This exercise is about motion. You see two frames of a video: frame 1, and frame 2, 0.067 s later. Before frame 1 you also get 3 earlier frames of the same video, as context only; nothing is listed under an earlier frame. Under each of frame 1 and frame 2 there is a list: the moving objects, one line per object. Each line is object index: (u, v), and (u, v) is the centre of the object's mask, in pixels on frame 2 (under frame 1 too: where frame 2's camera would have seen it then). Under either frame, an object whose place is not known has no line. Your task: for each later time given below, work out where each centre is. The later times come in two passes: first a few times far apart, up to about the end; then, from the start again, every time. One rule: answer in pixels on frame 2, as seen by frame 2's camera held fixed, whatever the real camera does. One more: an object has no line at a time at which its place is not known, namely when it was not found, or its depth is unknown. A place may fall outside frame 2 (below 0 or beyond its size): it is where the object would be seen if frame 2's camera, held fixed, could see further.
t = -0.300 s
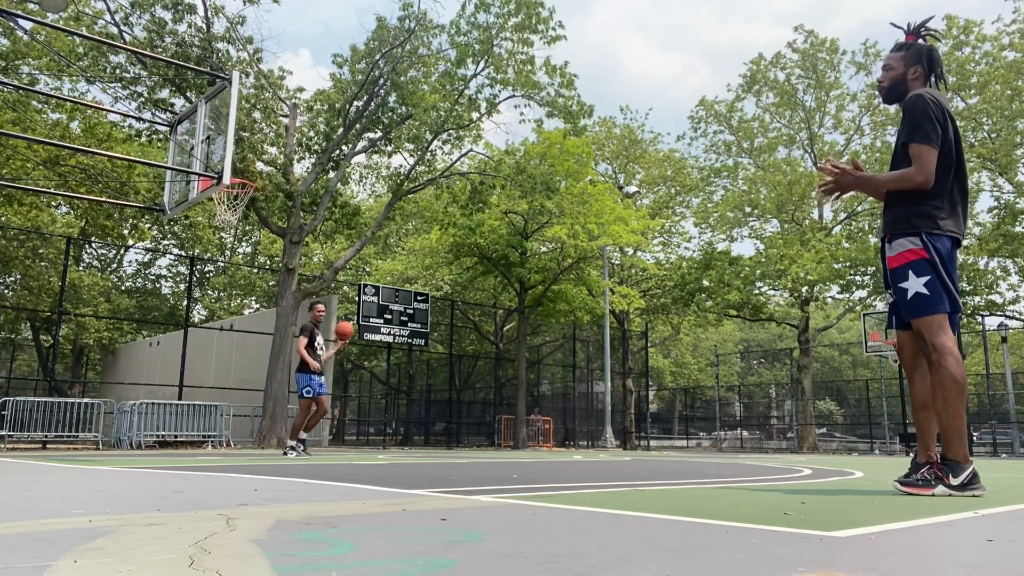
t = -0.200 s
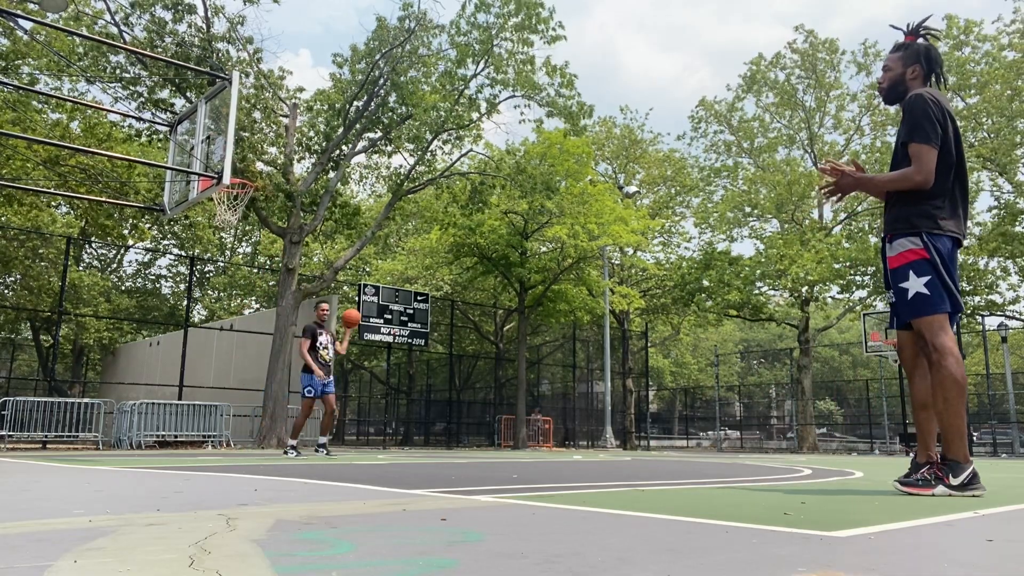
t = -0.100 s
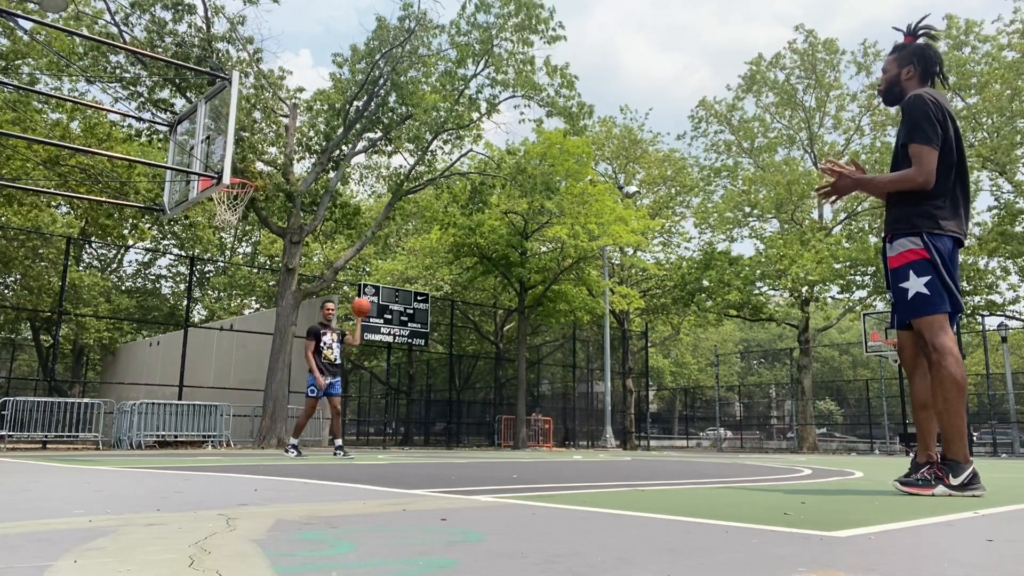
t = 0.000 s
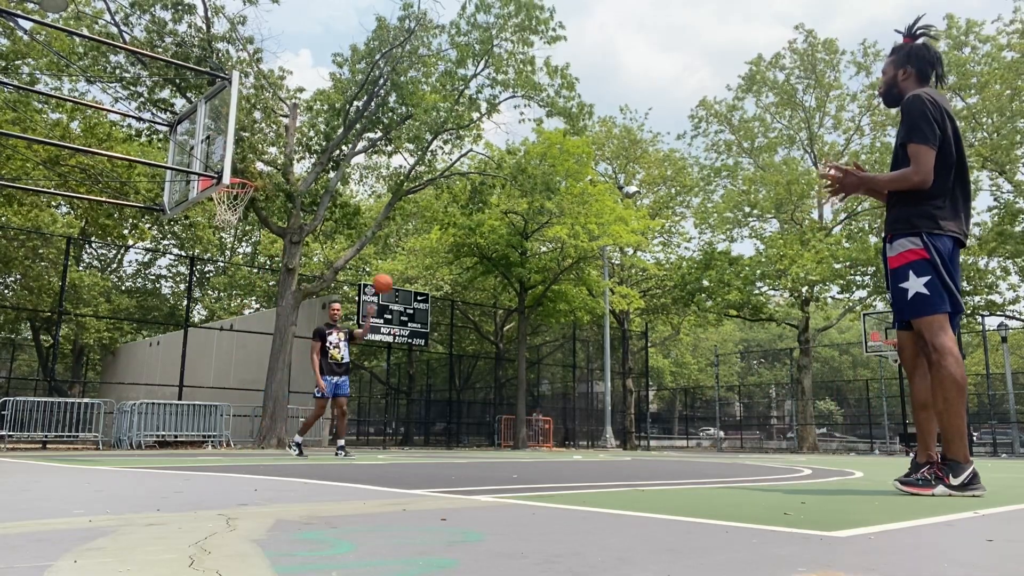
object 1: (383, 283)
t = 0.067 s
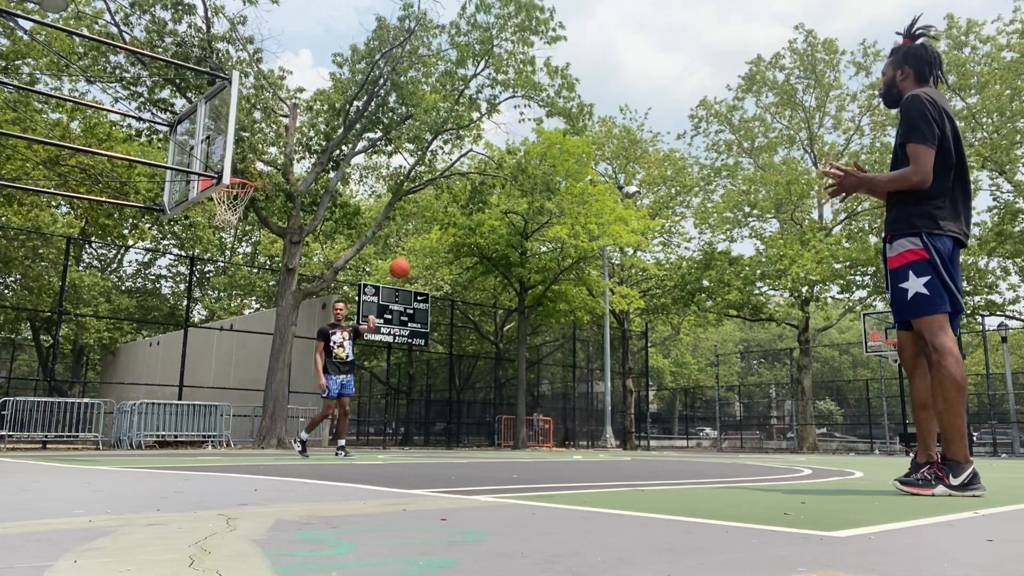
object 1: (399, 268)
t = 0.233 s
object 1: (449, 241)
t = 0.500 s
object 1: (559, 241)
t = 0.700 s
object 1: (691, 304)
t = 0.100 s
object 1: (409, 262)
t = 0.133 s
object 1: (418, 255)
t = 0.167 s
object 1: (428, 250)
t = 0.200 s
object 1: (438, 245)
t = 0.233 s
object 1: (449, 241)
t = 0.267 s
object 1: (460, 237)
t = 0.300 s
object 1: (472, 235)
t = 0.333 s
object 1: (485, 233)
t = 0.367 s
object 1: (498, 232)
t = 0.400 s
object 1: (512, 233)
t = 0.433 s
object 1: (526, 234)
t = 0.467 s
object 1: (542, 237)
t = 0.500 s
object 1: (559, 241)
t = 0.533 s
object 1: (577, 247)
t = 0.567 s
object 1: (596, 254)
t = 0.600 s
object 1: (617, 263)
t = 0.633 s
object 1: (640, 275)
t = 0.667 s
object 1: (664, 288)
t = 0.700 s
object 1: (691, 304)
